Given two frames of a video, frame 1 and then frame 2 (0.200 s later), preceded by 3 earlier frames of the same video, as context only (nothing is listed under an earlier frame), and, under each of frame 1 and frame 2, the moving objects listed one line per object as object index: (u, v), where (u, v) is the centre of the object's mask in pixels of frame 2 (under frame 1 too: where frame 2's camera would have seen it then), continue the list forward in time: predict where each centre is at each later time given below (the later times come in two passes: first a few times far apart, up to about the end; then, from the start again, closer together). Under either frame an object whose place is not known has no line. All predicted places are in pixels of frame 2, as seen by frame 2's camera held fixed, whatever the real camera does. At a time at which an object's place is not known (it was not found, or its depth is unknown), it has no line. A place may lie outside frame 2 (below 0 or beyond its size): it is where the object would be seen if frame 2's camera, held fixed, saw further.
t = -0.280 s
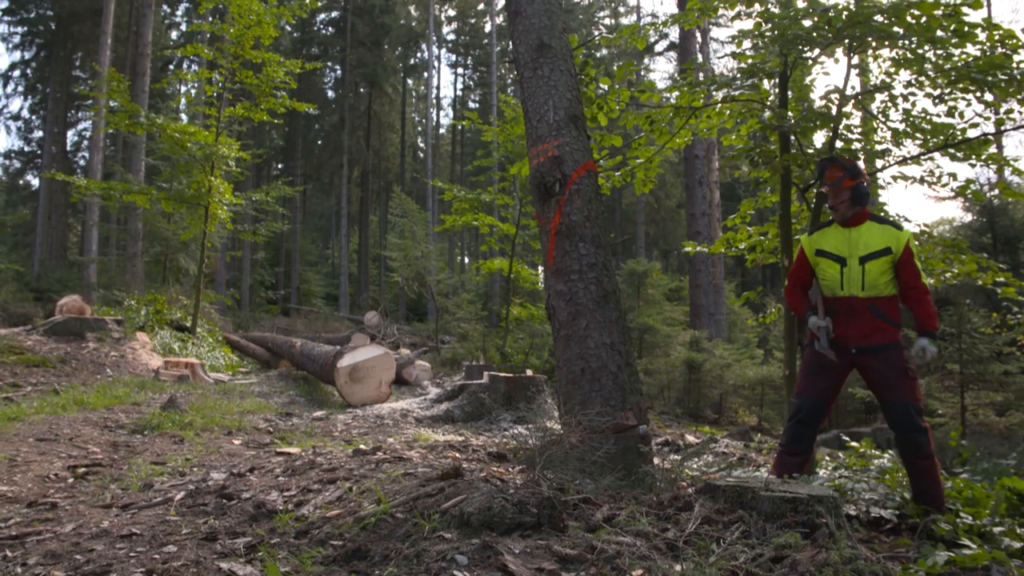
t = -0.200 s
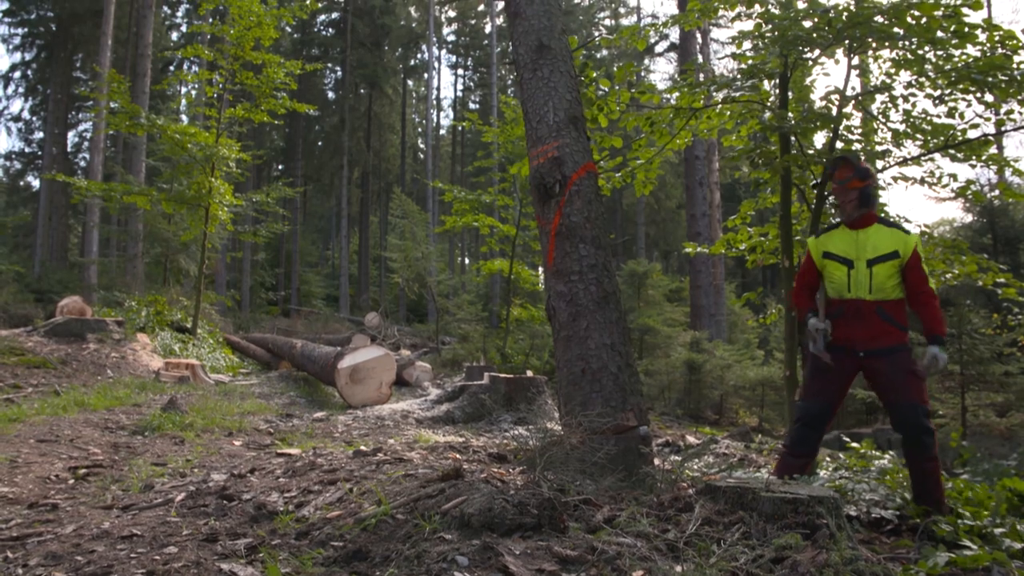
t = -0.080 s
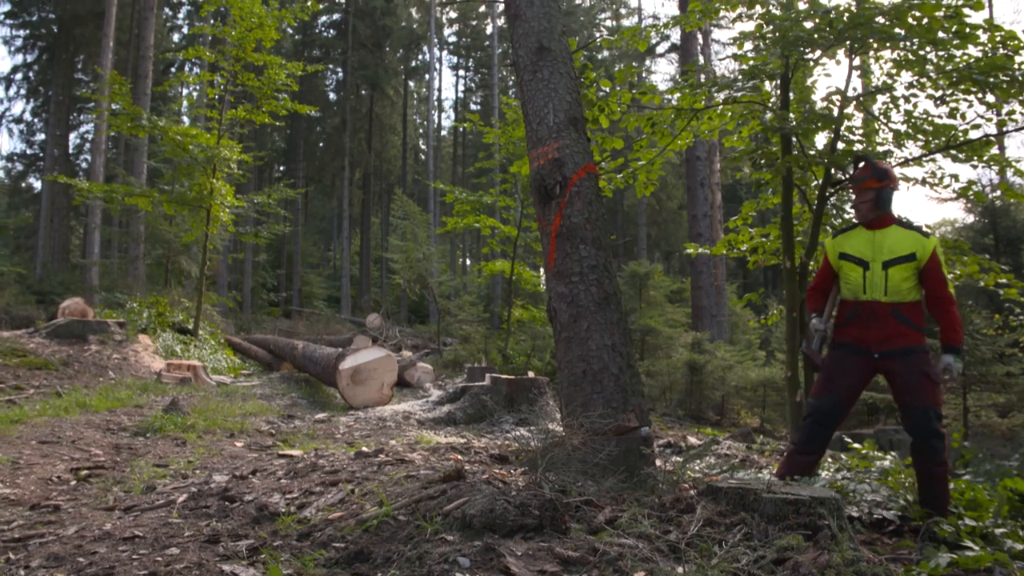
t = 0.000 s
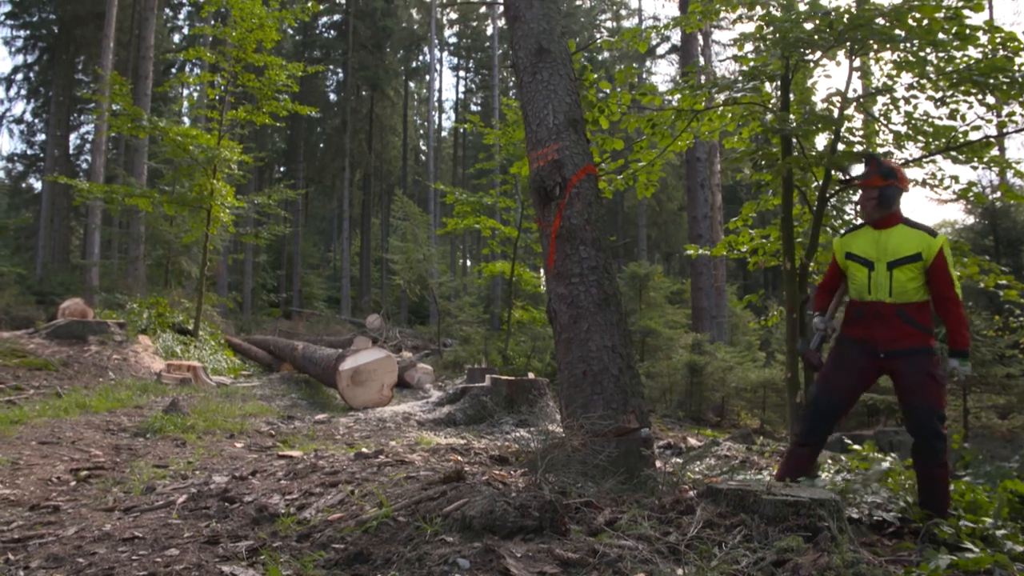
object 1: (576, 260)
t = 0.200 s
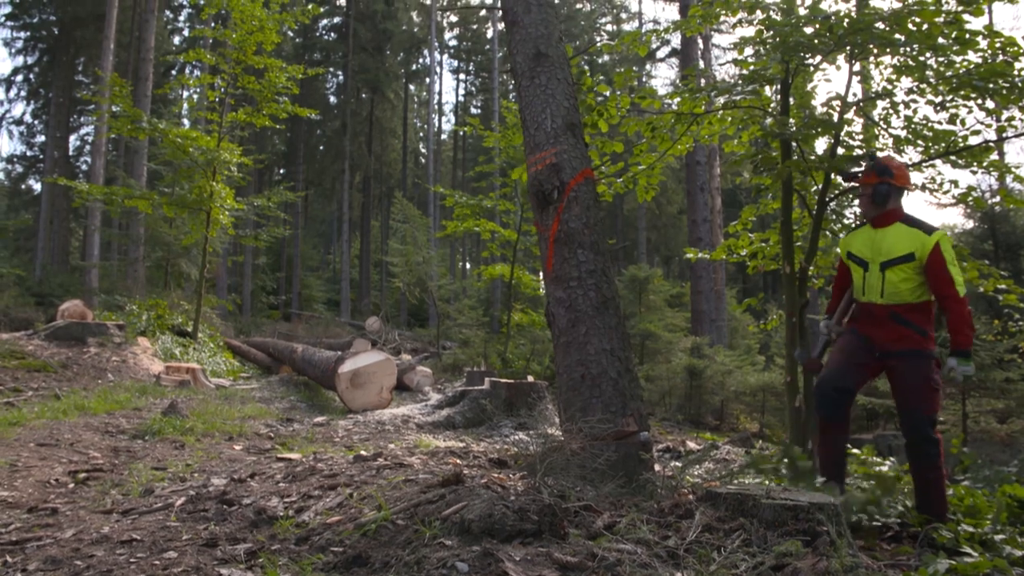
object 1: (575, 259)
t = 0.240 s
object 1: (574, 259)
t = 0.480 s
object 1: (572, 259)
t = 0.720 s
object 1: (571, 259)
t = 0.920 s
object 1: (568, 259)
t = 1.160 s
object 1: (565, 258)
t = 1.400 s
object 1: (562, 258)
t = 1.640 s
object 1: (559, 259)
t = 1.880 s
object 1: (557, 260)
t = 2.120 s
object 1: (553, 259)
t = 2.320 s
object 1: (550, 258)
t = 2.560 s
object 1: (547, 258)
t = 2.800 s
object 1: (544, 259)
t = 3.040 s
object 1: (542, 260)
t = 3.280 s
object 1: (542, 262)
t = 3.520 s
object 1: (541, 261)
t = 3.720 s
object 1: (540, 261)
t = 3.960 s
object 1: (540, 261)
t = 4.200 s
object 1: (541, 262)
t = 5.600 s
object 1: (543, 258)
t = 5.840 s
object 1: (542, 257)
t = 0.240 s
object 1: (574, 259)
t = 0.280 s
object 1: (574, 260)
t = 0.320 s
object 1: (574, 260)
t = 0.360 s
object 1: (574, 260)
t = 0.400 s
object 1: (573, 259)
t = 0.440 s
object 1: (573, 259)
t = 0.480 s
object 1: (572, 259)
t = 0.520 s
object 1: (572, 259)
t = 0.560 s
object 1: (572, 259)
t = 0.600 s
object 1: (572, 259)
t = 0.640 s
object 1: (571, 258)
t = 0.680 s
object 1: (571, 259)
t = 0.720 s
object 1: (571, 259)
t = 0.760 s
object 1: (570, 259)
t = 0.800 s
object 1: (570, 258)
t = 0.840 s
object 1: (569, 259)
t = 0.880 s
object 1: (569, 258)
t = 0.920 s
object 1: (568, 259)
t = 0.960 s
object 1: (568, 258)
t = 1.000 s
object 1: (567, 258)
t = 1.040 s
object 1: (567, 258)
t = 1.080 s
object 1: (566, 257)
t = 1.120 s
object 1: (565, 257)
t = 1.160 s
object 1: (565, 258)
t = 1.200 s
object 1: (565, 258)
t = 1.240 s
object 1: (564, 258)
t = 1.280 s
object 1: (564, 258)
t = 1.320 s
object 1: (563, 258)
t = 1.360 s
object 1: (562, 257)
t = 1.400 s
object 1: (562, 258)
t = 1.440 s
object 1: (562, 258)
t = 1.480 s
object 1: (561, 258)
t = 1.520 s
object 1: (561, 258)
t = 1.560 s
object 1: (560, 259)
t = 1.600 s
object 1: (560, 259)
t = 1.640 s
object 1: (559, 259)
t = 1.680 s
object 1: (559, 259)
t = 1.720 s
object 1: (558, 259)
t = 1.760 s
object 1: (558, 259)
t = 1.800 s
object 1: (557, 259)
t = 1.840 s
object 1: (557, 259)
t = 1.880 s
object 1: (557, 260)
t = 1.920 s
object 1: (556, 260)
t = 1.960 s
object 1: (556, 260)
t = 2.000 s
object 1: (555, 260)
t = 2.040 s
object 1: (555, 260)
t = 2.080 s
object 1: (554, 260)
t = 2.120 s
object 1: (553, 259)
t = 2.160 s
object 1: (552, 259)
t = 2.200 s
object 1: (552, 259)
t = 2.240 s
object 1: (551, 259)
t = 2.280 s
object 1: (550, 258)
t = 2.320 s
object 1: (550, 258)
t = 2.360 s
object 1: (549, 258)
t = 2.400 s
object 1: (549, 258)
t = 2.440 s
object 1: (548, 258)
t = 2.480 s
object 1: (548, 259)
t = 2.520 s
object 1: (547, 259)
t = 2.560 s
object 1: (547, 258)
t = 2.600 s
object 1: (546, 258)
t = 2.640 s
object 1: (546, 259)
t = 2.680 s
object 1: (545, 258)
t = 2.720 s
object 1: (545, 258)
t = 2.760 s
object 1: (545, 259)
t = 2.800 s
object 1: (544, 259)
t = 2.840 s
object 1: (544, 259)
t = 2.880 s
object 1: (544, 260)
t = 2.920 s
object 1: (543, 260)
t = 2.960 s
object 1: (543, 260)
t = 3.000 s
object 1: (543, 260)
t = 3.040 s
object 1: (542, 260)
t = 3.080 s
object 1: (542, 260)
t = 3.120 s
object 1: (542, 260)
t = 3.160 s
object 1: (542, 260)
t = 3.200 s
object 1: (542, 261)
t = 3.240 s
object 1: (542, 262)
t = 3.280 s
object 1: (542, 262)
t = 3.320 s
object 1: (541, 262)
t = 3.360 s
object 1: (541, 262)
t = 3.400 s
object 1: (541, 262)
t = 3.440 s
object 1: (541, 262)
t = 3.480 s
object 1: (541, 261)
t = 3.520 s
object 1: (541, 261)
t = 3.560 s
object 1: (540, 261)
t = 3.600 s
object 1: (540, 261)
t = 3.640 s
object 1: (540, 261)
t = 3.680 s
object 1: (540, 261)
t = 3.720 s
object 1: (540, 261)
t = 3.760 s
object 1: (540, 261)
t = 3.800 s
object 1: (540, 261)
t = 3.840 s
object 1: (540, 261)
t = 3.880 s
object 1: (540, 261)
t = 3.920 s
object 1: (540, 261)
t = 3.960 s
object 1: (540, 261)
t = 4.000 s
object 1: (541, 261)
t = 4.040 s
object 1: (541, 261)
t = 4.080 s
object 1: (541, 261)
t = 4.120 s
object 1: (541, 261)
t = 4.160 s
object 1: (541, 262)
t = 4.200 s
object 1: (541, 262)
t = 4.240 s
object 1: (541, 262)
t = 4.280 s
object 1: (542, 263)
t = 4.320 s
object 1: (542, 263)
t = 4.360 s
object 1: (542, 264)
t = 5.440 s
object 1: (543, 260)
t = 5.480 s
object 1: (543, 259)
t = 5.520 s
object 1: (543, 260)
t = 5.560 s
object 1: (543, 260)
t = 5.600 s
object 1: (543, 258)
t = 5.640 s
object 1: (543, 259)
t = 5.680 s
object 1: (543, 258)
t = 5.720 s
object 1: (543, 258)
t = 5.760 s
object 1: (543, 258)
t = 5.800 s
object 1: (542, 258)
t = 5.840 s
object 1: (542, 257)
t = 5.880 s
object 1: (542, 259)
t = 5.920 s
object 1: (542, 258)
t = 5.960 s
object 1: (542, 259)
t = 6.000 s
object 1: (542, 259)
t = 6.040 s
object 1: (543, 261)
